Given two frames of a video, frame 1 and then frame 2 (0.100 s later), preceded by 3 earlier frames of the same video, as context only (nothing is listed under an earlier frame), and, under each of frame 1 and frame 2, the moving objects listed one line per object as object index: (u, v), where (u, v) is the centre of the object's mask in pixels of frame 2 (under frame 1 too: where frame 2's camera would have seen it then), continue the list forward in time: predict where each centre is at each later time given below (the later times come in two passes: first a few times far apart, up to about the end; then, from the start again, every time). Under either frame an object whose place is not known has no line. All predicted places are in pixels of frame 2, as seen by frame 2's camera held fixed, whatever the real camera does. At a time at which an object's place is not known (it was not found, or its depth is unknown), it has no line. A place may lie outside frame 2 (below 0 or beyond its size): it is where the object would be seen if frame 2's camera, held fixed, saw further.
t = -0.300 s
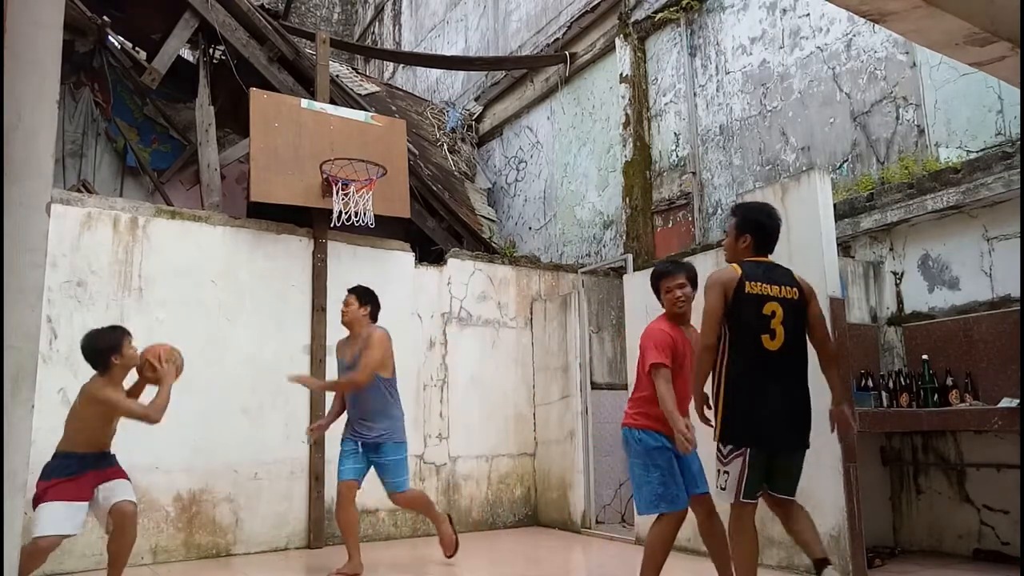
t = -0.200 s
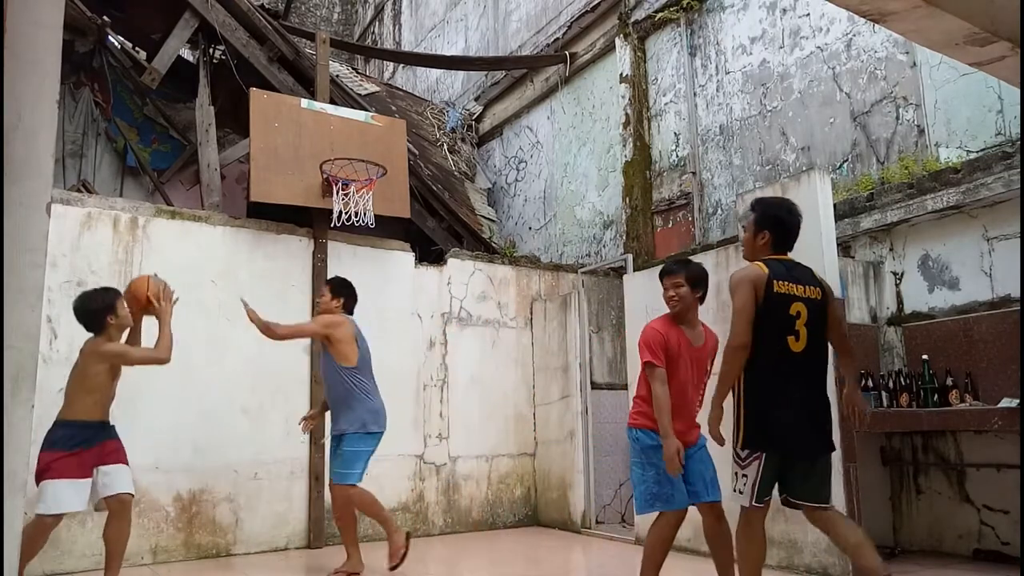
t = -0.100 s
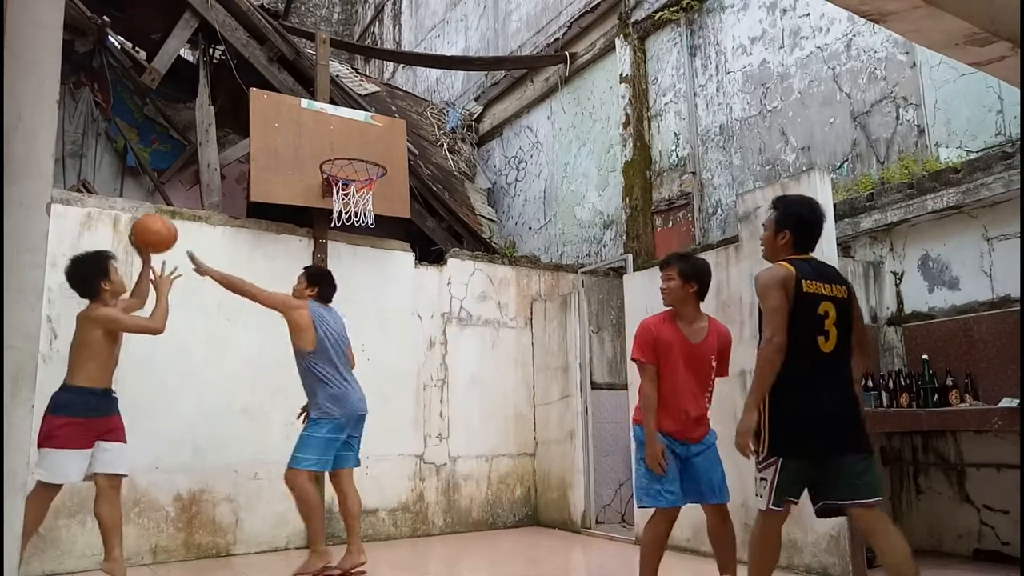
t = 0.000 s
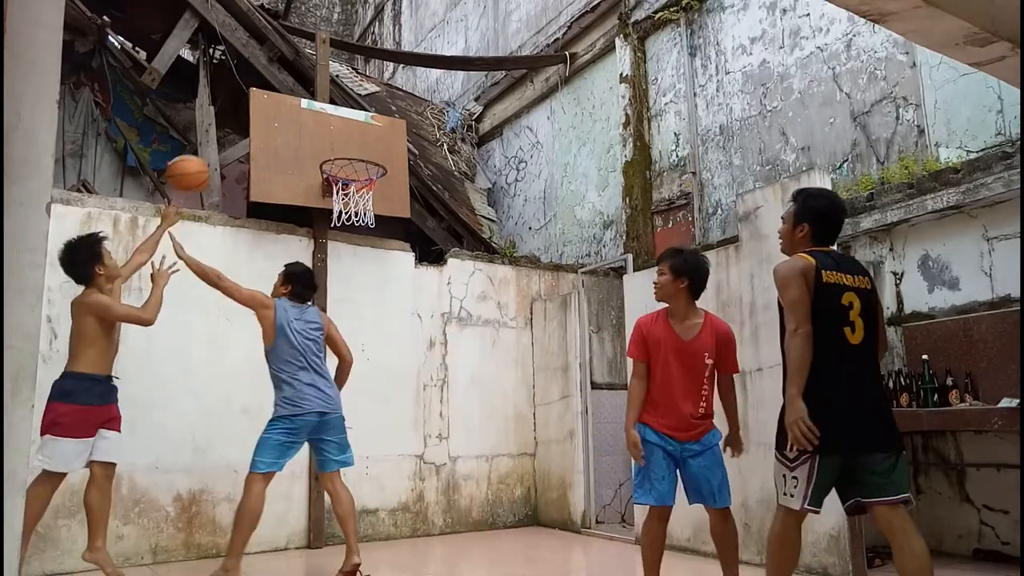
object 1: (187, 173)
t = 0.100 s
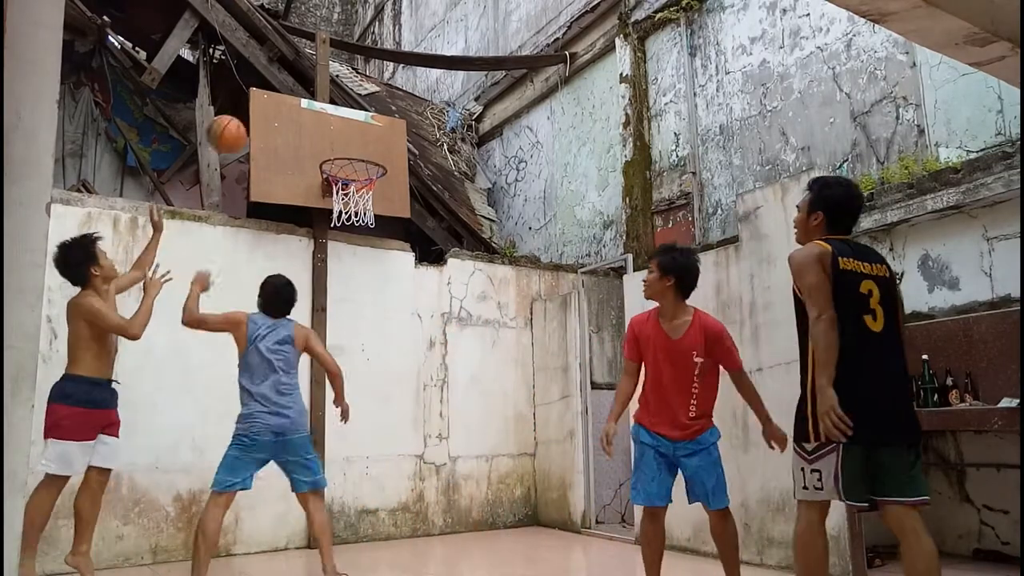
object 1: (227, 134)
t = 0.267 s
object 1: (282, 105)
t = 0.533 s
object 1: (355, 130)
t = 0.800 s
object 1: (425, 220)
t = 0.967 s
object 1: (468, 324)
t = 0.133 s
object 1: (237, 125)
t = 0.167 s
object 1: (249, 118)
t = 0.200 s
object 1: (260, 112)
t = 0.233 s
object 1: (271, 108)
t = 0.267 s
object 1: (282, 105)
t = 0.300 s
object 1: (291, 104)
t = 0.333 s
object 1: (301, 104)
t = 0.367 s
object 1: (310, 106)
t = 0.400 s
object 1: (320, 109)
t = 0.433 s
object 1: (328, 114)
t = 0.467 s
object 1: (336, 121)
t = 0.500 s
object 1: (345, 125)
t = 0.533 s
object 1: (355, 130)
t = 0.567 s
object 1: (364, 136)
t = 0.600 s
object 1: (373, 143)
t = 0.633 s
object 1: (382, 151)
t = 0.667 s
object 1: (391, 162)
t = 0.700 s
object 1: (400, 174)
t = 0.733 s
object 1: (408, 188)
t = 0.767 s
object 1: (416, 203)
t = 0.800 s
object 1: (425, 220)
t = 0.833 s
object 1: (433, 238)
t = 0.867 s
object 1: (442, 256)
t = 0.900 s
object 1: (450, 277)
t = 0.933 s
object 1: (459, 300)
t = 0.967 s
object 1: (468, 324)
